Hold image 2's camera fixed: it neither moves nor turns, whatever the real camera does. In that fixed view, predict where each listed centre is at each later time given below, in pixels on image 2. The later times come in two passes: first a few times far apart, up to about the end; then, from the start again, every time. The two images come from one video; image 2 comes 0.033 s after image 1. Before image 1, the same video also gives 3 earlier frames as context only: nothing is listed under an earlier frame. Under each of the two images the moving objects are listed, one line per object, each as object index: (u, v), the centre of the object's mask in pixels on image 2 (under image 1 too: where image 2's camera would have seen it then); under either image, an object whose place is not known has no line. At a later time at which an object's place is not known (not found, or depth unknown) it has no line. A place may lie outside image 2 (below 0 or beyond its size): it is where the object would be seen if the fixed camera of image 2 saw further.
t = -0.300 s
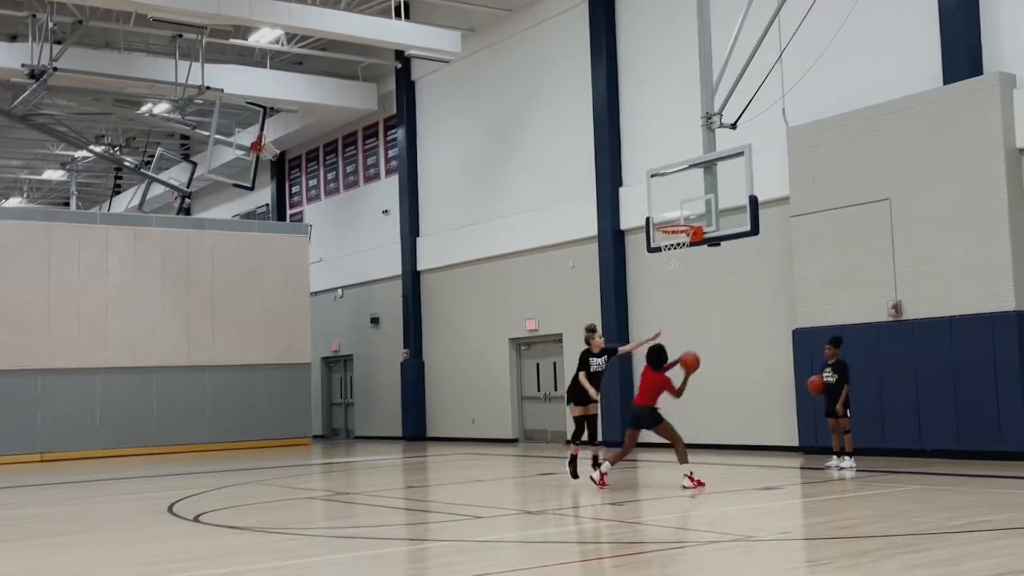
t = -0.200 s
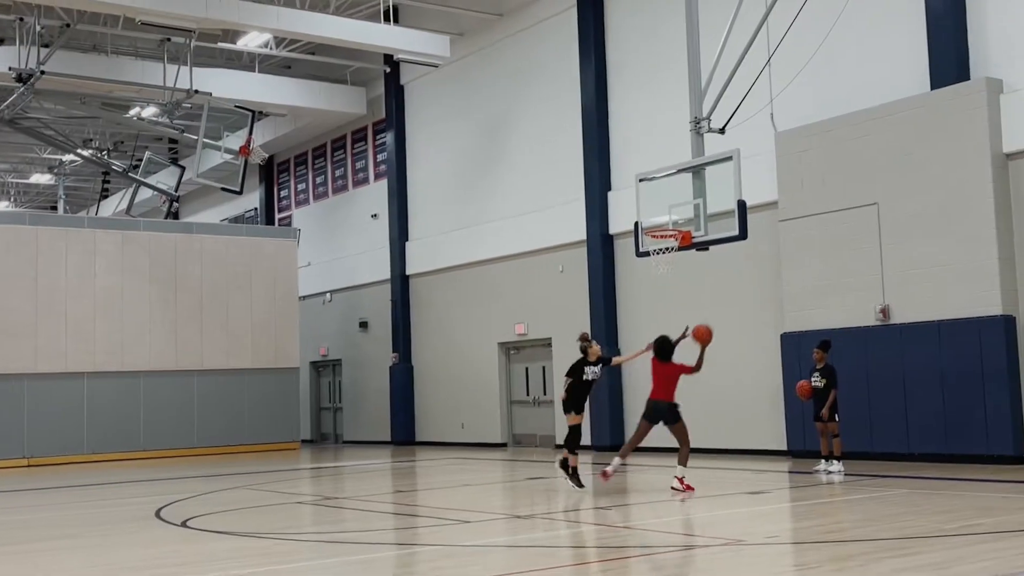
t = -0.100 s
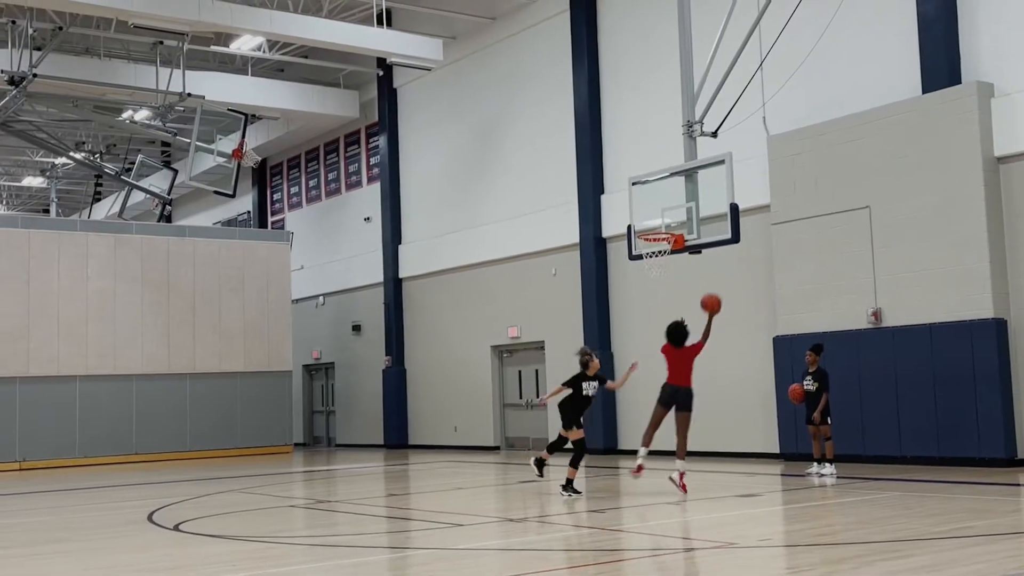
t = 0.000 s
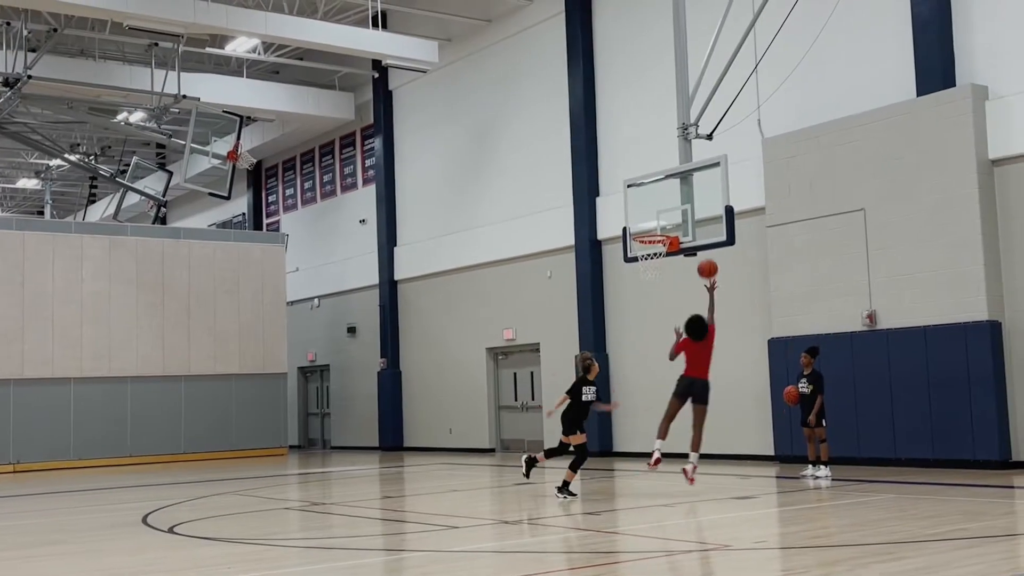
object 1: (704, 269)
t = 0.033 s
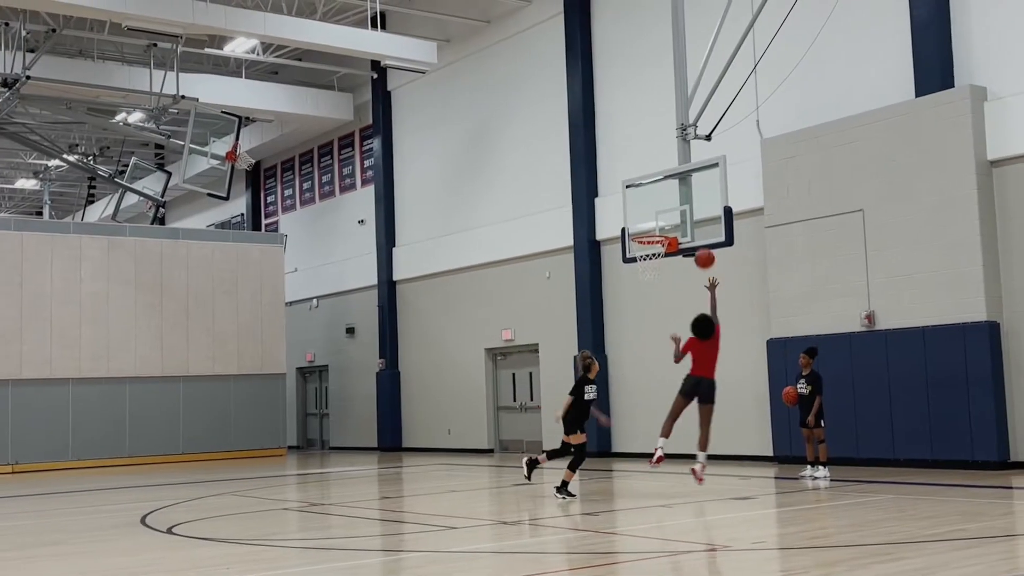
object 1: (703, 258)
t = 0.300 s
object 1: (691, 211)
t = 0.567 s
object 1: (671, 215)
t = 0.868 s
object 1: (639, 249)
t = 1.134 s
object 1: (642, 283)
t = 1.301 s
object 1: (649, 322)
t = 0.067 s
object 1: (702, 249)
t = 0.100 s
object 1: (701, 241)
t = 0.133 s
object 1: (700, 234)
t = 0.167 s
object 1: (697, 227)
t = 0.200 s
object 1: (695, 222)
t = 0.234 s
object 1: (696, 217)
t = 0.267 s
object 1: (694, 213)
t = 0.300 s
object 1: (691, 211)
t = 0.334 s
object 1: (690, 209)
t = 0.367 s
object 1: (691, 208)
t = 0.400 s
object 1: (690, 208)
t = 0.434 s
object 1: (689, 209)
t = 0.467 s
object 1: (686, 210)
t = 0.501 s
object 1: (681, 211)
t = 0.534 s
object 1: (676, 212)
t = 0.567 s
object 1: (671, 215)
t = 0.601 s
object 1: (667, 219)
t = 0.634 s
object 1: (662, 224)
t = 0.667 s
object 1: (658, 228)
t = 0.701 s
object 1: (655, 230)
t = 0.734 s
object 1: (651, 231)
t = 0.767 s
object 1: (649, 235)
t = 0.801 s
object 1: (646, 241)
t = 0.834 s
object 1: (643, 246)
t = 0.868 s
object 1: (639, 249)
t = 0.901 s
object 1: (637, 254)
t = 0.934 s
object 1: (637, 261)
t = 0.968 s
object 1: (637, 263)
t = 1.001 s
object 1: (637, 266)
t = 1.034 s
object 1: (638, 269)
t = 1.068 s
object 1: (639, 273)
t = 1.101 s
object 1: (641, 277)
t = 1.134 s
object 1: (642, 283)
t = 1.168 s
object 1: (643, 289)
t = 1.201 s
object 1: (645, 296)
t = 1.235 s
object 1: (647, 303)
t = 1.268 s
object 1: (648, 312)
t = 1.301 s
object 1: (649, 322)
